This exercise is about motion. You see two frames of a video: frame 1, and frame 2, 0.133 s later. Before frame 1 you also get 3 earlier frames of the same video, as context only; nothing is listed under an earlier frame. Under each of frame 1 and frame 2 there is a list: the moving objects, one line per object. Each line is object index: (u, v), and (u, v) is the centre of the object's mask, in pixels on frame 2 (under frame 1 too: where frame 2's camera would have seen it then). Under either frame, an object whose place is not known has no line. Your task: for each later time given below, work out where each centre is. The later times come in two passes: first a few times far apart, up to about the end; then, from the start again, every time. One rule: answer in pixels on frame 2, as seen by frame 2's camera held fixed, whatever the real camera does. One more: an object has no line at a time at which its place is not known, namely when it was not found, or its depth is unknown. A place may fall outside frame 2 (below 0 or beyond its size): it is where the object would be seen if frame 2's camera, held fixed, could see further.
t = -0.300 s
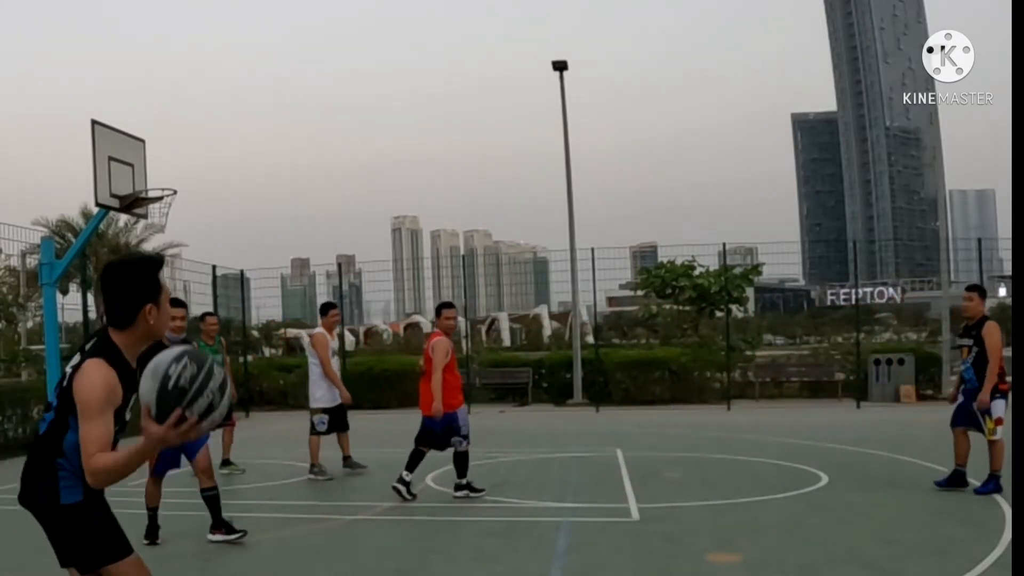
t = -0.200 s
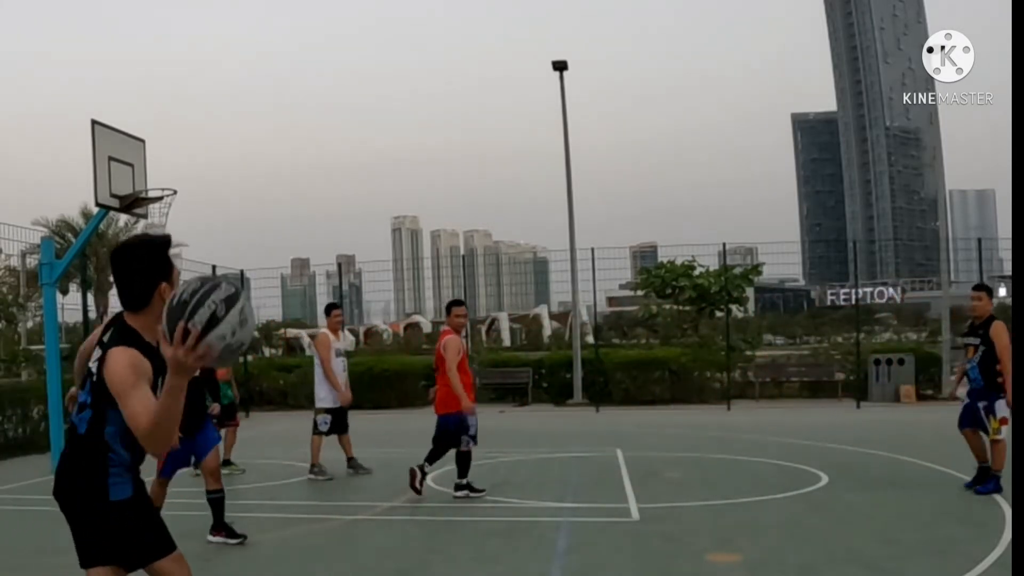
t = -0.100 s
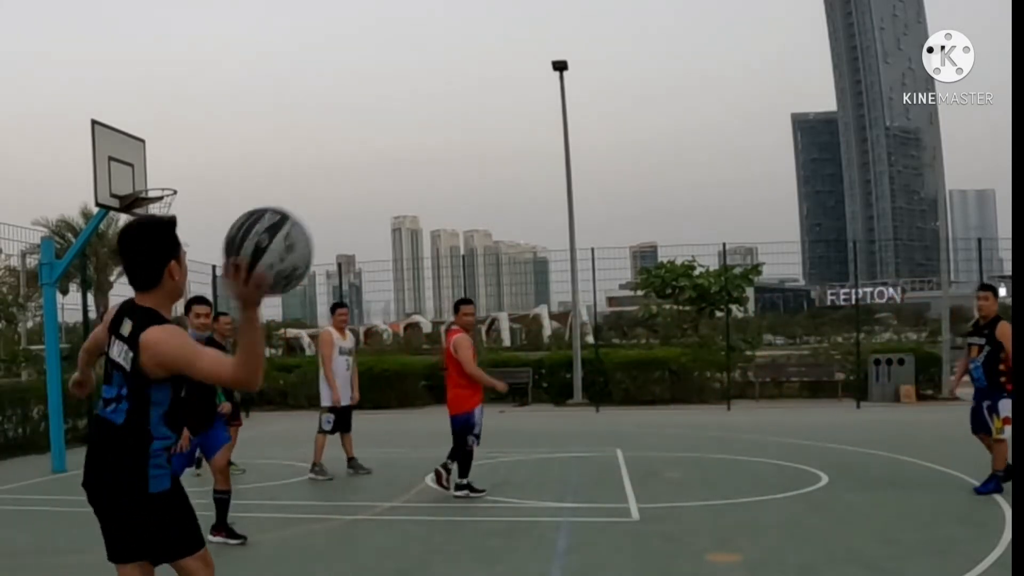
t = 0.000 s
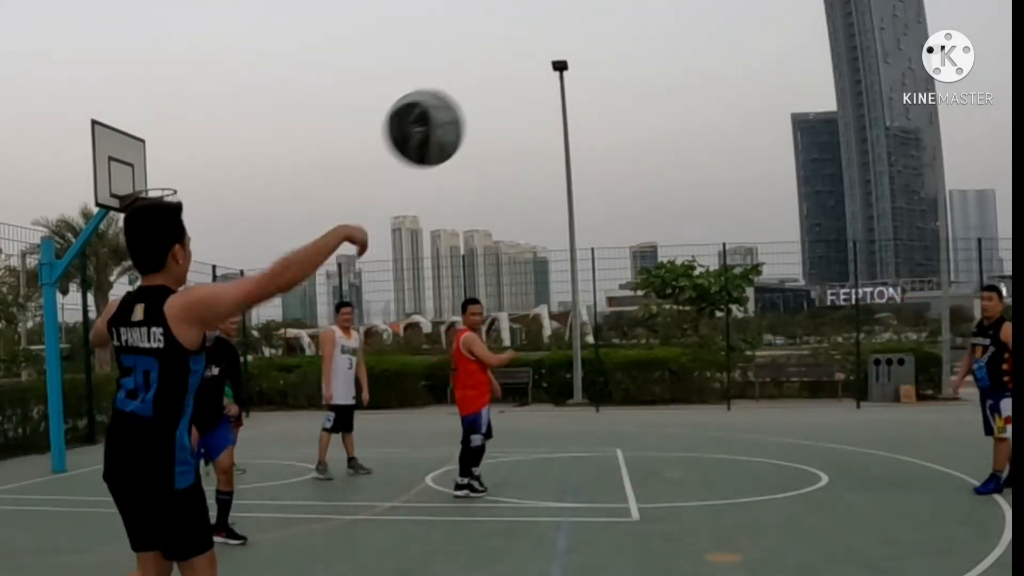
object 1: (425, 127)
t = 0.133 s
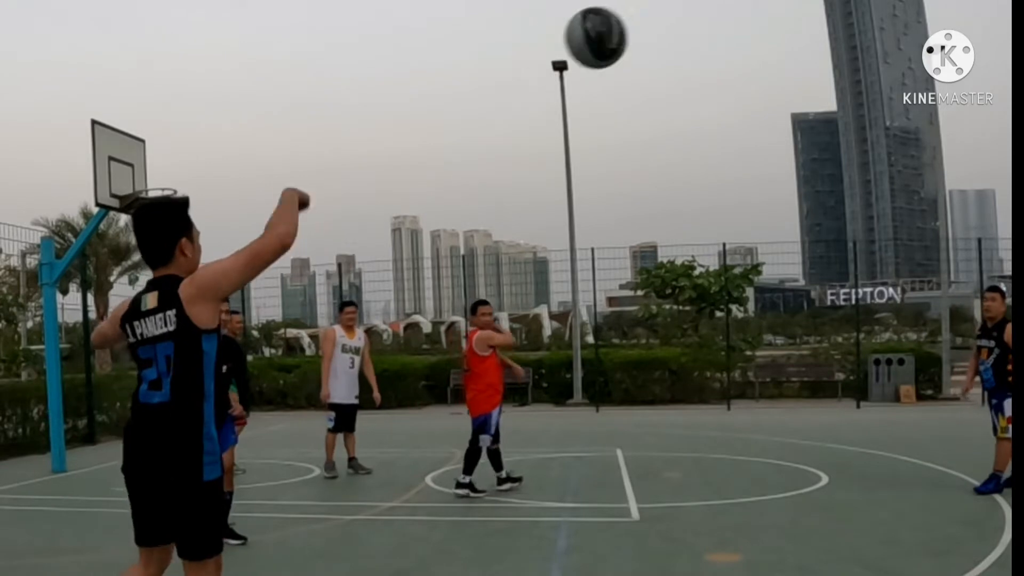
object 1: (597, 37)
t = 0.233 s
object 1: (685, 19)
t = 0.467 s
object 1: (824, 42)
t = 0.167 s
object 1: (629, 27)
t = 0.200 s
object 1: (659, 22)
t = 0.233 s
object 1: (685, 19)
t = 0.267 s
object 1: (710, 18)
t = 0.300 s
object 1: (733, 18)
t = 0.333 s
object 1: (754, 18)
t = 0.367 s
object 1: (776, 21)
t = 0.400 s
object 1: (792, 26)
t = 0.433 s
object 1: (809, 33)
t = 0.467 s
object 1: (824, 42)
